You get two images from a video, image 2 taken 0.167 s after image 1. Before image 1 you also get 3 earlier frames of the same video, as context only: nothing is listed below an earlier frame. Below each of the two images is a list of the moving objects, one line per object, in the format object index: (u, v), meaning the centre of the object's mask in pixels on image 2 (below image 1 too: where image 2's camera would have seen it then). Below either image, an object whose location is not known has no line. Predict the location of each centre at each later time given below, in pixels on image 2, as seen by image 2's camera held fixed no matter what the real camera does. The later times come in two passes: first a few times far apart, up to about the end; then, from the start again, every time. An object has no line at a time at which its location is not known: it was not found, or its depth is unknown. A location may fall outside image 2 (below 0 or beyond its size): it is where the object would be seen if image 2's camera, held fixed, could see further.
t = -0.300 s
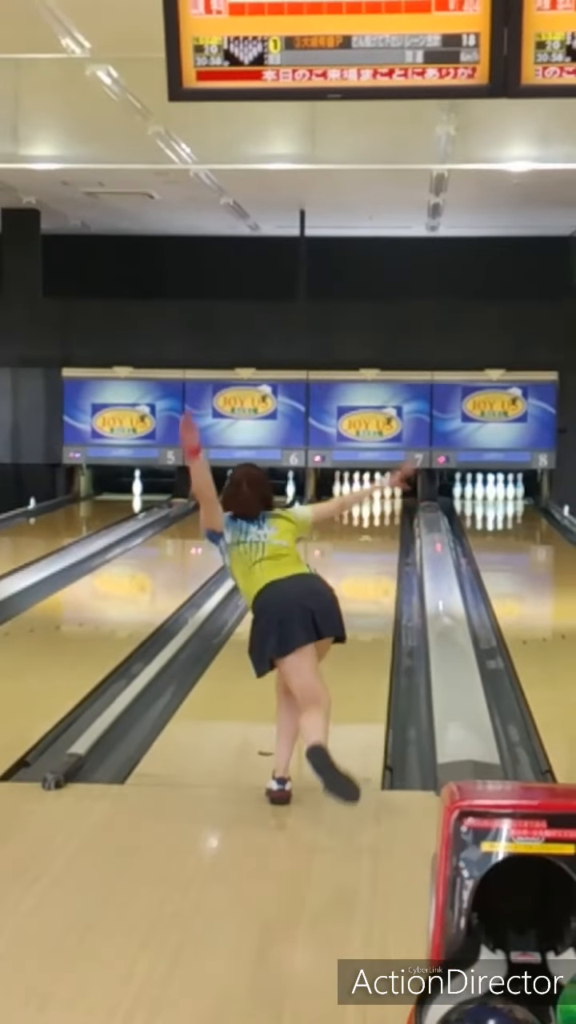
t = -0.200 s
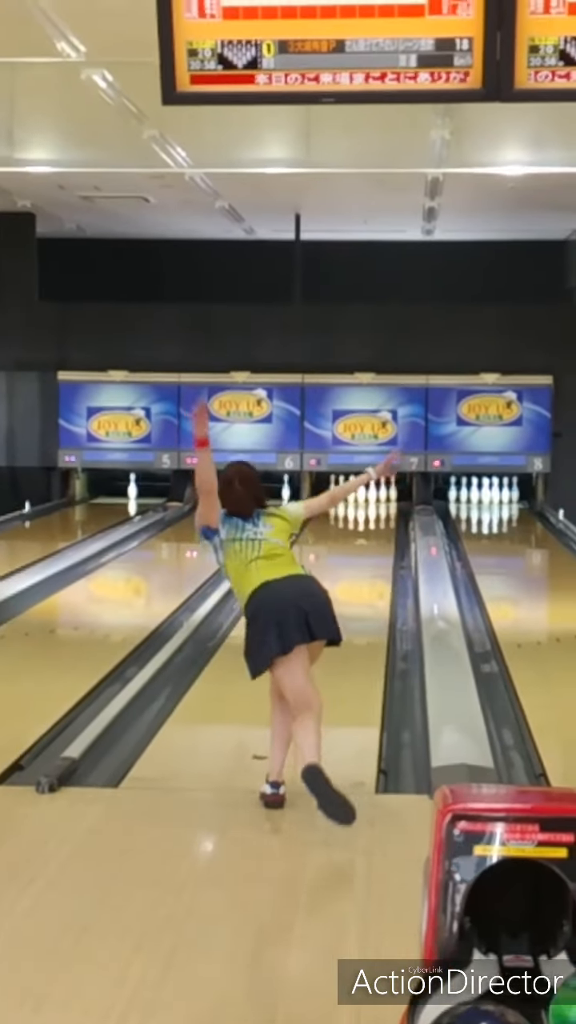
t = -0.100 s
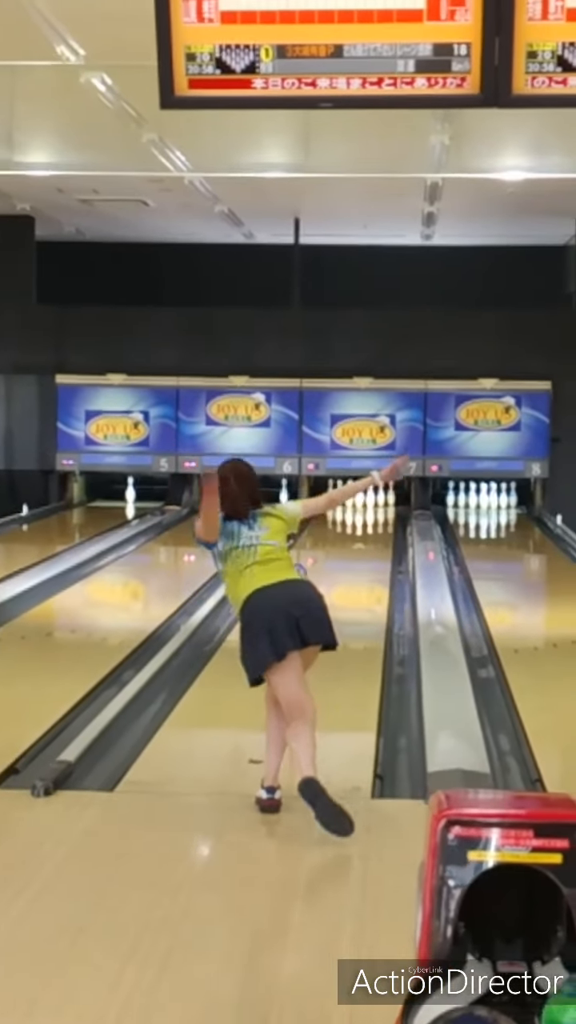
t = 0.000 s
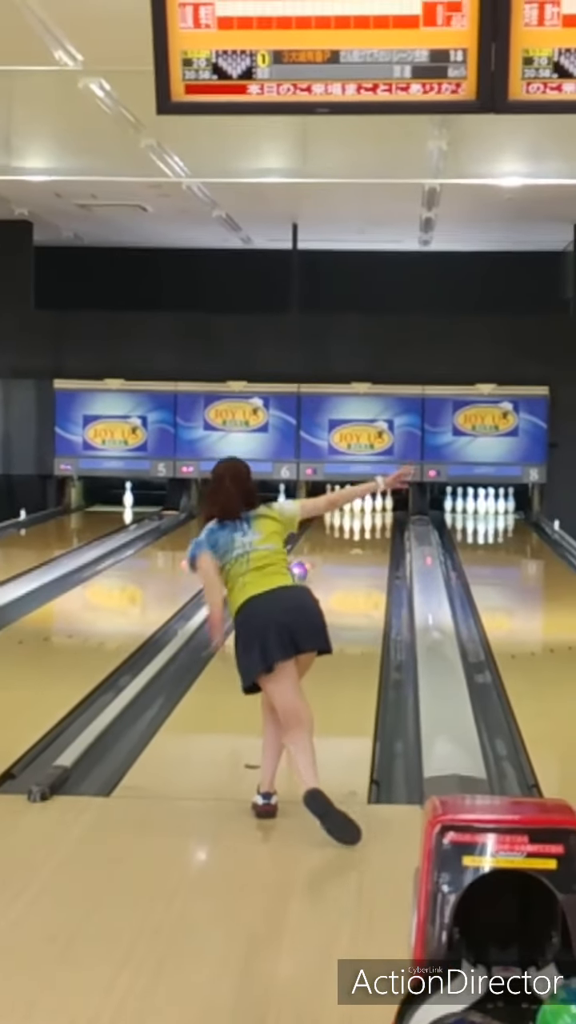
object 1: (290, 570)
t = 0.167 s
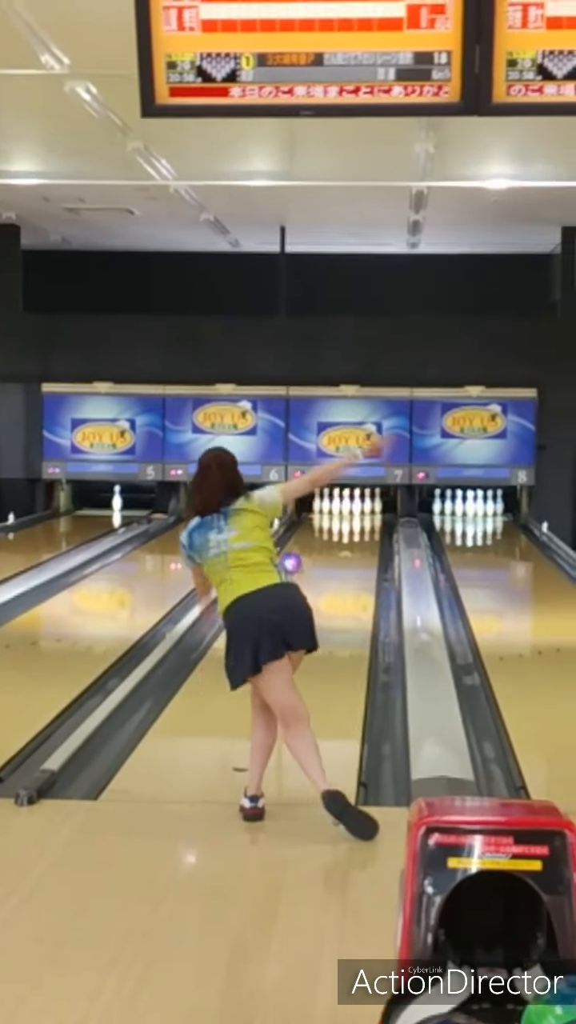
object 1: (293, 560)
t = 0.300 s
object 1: (296, 553)
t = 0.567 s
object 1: (303, 538)
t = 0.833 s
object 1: (312, 526)
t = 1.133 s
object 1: (324, 517)
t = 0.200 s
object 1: (293, 559)
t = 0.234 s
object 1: (293, 557)
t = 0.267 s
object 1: (295, 555)
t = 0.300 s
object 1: (296, 553)
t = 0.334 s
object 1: (296, 552)
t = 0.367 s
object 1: (297, 549)
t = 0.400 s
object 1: (298, 549)
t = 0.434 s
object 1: (298, 546)
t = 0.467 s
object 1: (299, 544)
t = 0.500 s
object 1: (300, 542)
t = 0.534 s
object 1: (302, 540)
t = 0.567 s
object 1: (303, 538)
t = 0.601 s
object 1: (304, 537)
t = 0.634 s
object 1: (305, 535)
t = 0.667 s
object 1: (305, 533)
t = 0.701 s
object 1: (307, 532)
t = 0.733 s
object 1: (308, 530)
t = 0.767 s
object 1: (309, 529)
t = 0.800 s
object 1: (310, 528)
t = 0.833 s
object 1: (312, 526)
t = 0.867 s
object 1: (313, 525)
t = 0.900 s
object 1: (314, 524)
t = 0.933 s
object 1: (315, 523)
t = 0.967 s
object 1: (316, 522)
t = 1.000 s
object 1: (317, 521)
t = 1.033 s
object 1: (318, 520)
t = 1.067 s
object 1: (320, 519)
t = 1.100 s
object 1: (322, 519)
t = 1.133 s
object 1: (324, 517)
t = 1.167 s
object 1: (325, 516)
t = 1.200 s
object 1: (327, 515)
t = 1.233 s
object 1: (328, 514)
